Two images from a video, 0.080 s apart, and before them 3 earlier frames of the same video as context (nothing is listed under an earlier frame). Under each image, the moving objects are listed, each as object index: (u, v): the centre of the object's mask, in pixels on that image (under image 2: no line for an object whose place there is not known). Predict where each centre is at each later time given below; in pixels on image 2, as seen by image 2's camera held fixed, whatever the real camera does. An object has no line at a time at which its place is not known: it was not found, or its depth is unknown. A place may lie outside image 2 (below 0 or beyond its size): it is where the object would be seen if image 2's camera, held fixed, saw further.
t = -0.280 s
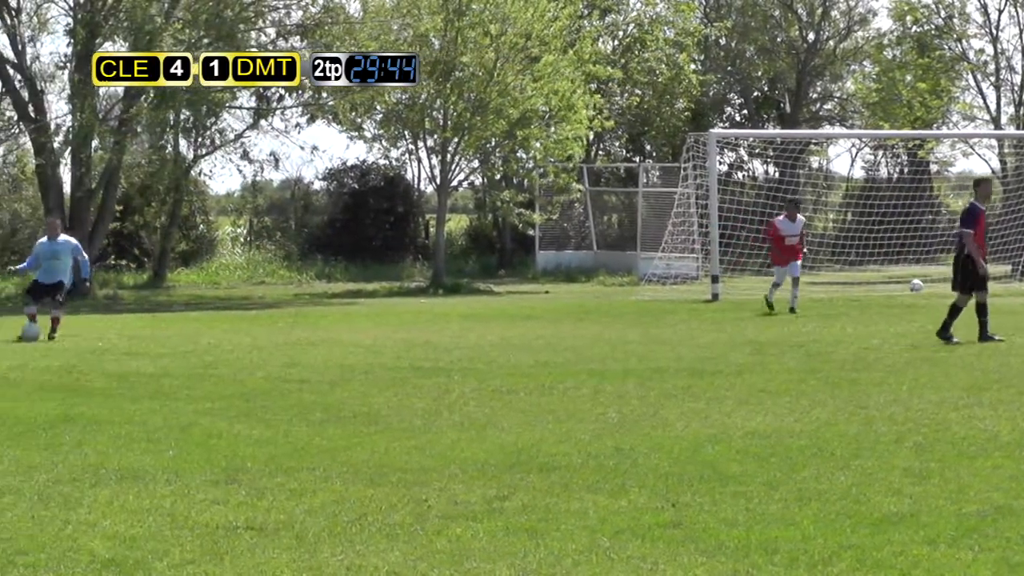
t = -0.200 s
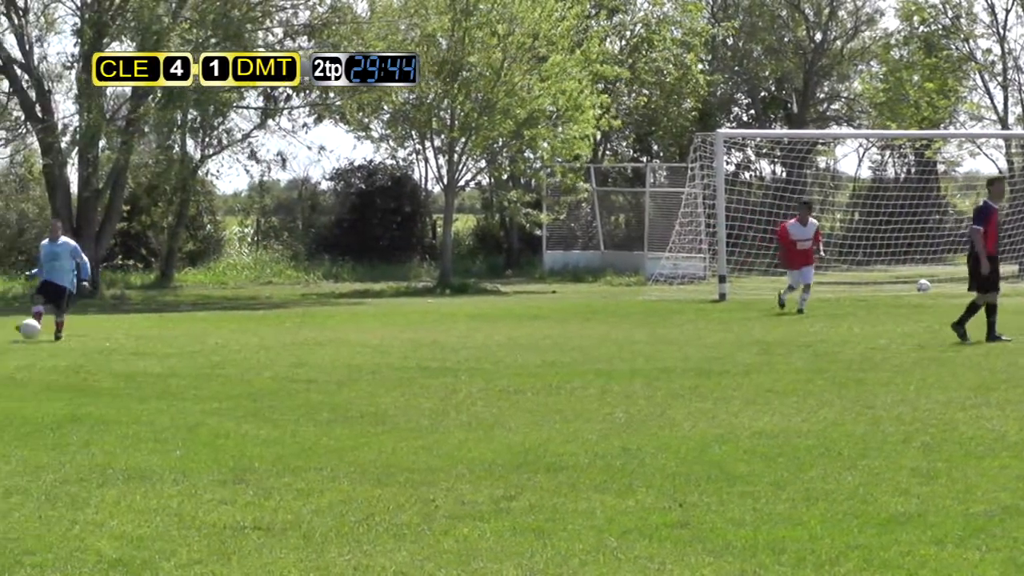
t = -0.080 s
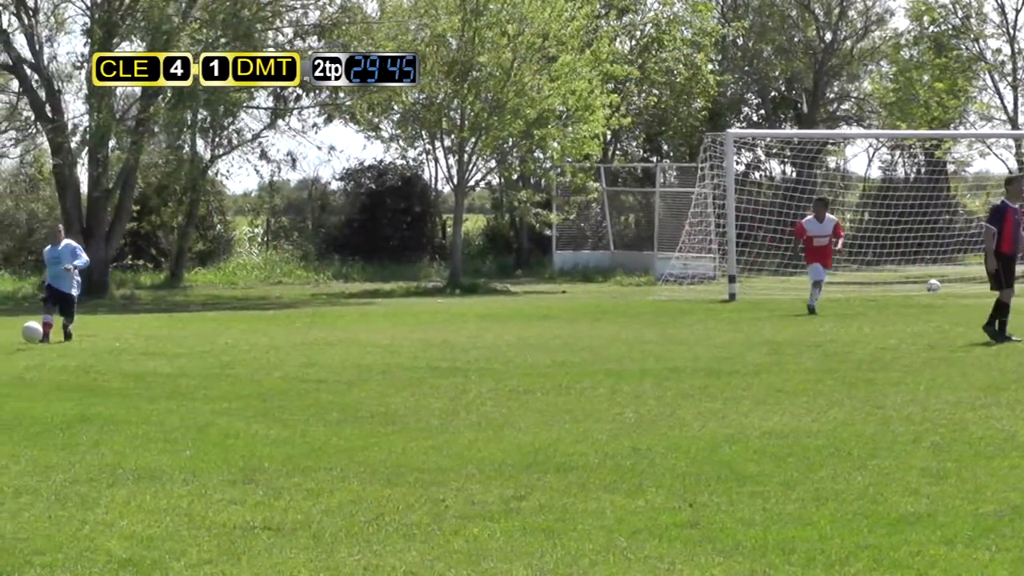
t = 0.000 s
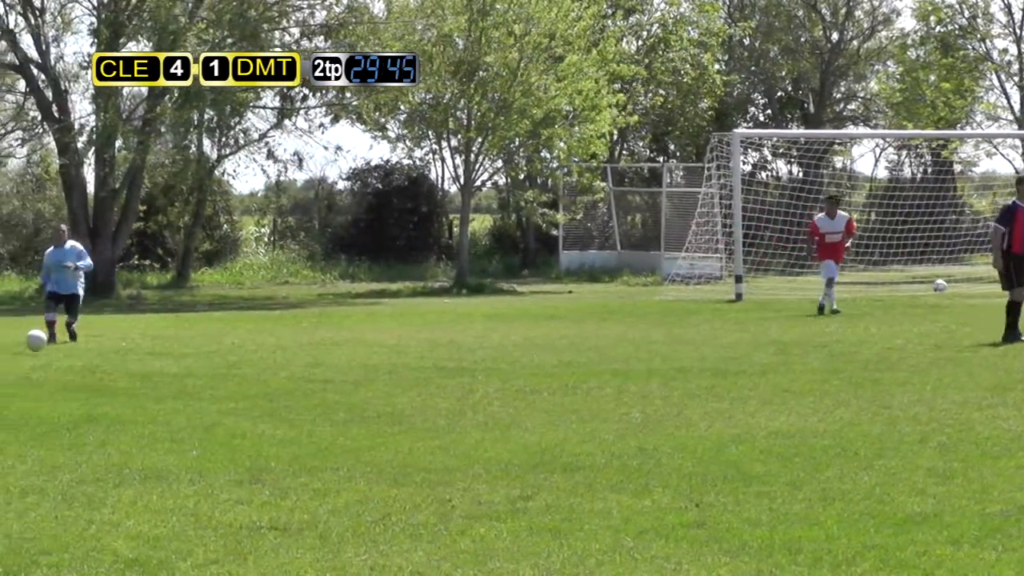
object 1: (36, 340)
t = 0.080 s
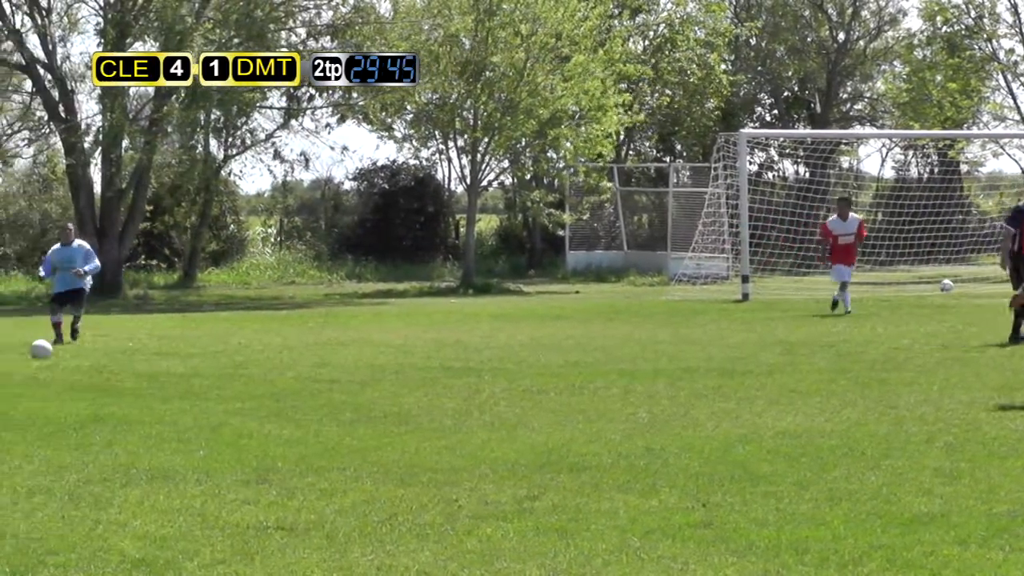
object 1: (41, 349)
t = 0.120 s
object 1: (41, 350)
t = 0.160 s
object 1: (42, 350)
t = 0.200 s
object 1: (42, 353)
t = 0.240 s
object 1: (43, 357)
